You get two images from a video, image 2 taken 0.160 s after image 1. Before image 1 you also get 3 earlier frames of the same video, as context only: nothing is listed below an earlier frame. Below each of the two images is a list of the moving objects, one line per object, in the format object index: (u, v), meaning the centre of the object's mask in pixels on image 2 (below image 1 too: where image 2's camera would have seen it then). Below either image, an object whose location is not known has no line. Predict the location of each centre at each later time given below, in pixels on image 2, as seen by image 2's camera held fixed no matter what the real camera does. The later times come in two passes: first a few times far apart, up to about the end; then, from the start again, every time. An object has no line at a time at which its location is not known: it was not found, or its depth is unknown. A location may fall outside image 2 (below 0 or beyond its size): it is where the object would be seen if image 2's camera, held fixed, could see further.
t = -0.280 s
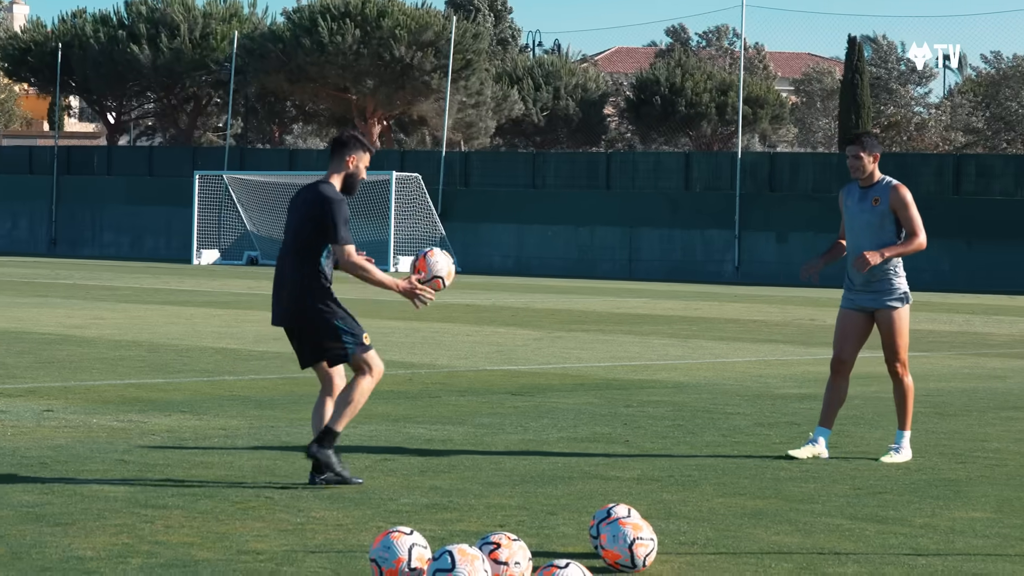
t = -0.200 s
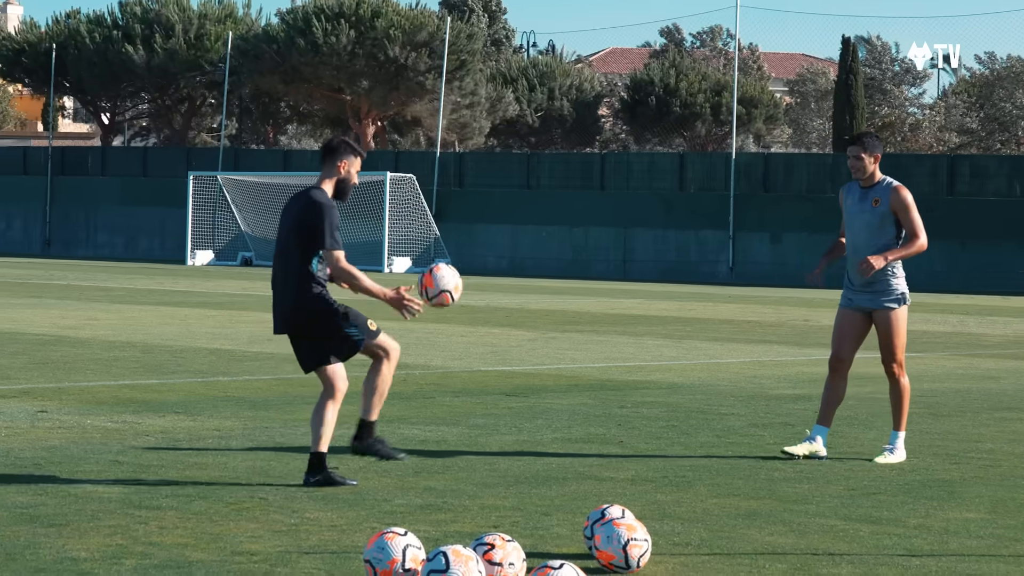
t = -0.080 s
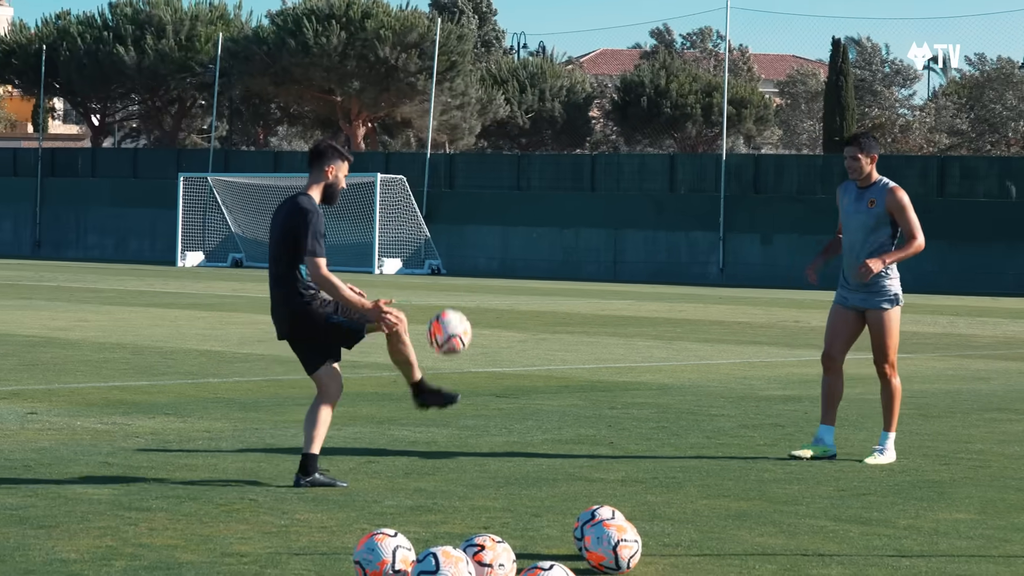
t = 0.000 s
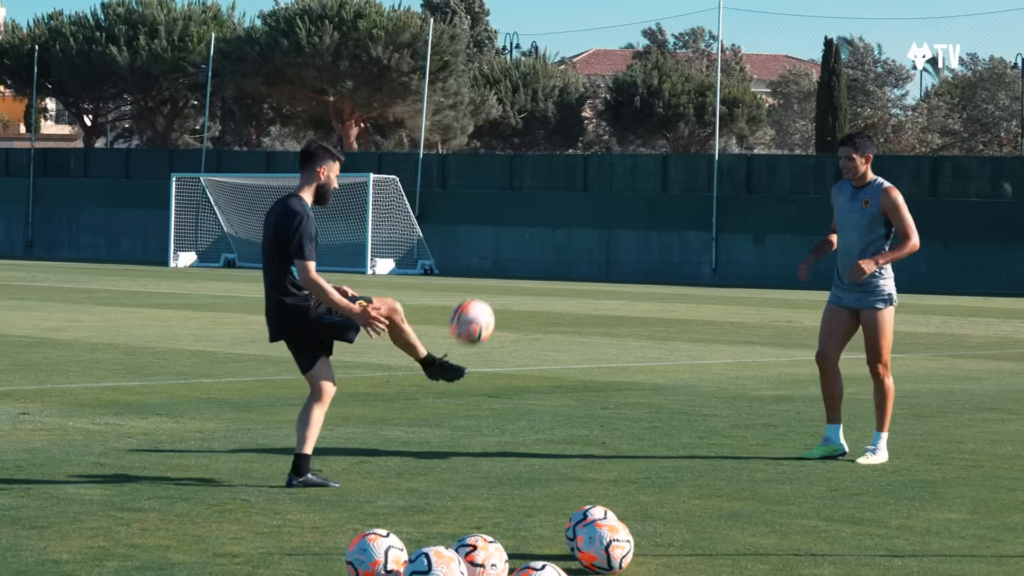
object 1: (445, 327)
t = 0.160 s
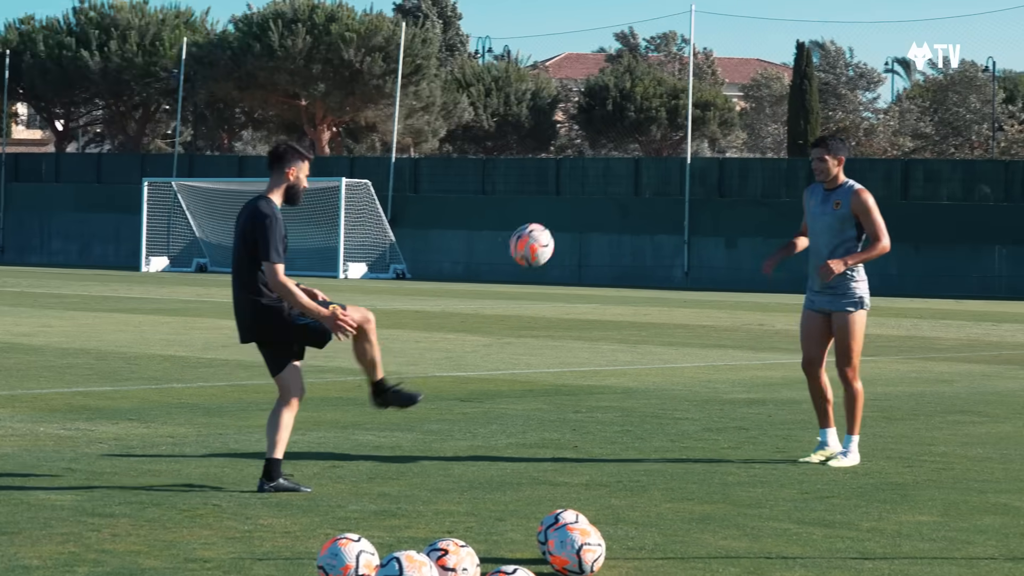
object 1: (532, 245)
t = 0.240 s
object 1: (574, 224)
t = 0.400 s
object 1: (653, 221)
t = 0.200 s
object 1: (553, 233)
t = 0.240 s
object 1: (574, 224)
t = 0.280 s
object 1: (595, 219)
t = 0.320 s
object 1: (614, 217)
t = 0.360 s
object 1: (634, 217)
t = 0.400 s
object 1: (653, 221)
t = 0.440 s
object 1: (673, 227)
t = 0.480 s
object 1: (692, 236)
